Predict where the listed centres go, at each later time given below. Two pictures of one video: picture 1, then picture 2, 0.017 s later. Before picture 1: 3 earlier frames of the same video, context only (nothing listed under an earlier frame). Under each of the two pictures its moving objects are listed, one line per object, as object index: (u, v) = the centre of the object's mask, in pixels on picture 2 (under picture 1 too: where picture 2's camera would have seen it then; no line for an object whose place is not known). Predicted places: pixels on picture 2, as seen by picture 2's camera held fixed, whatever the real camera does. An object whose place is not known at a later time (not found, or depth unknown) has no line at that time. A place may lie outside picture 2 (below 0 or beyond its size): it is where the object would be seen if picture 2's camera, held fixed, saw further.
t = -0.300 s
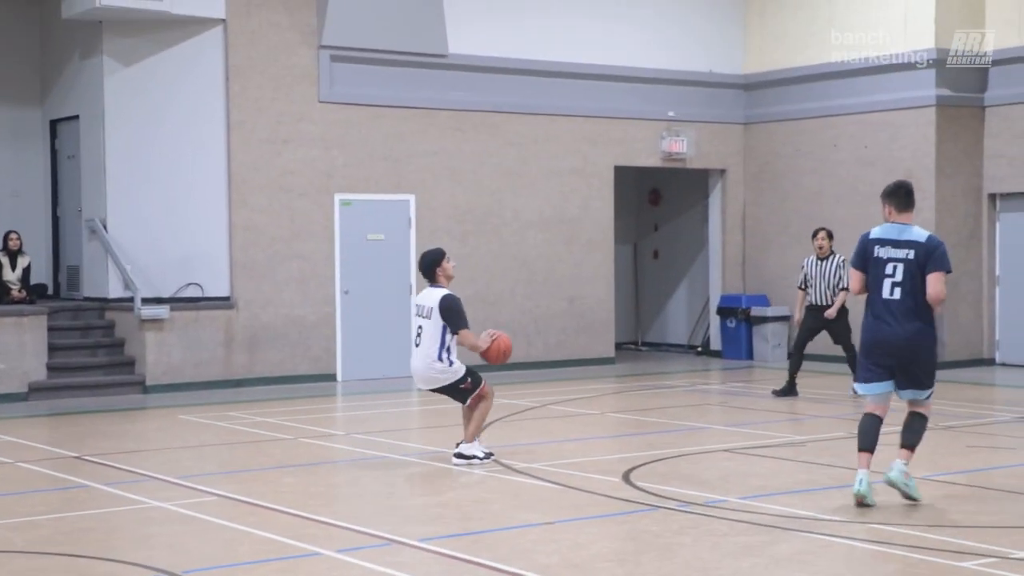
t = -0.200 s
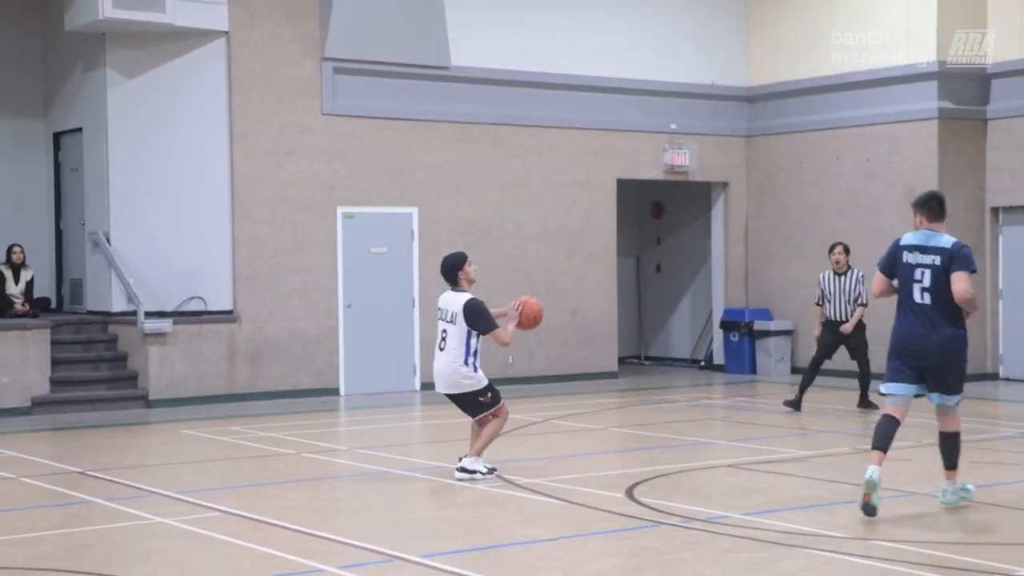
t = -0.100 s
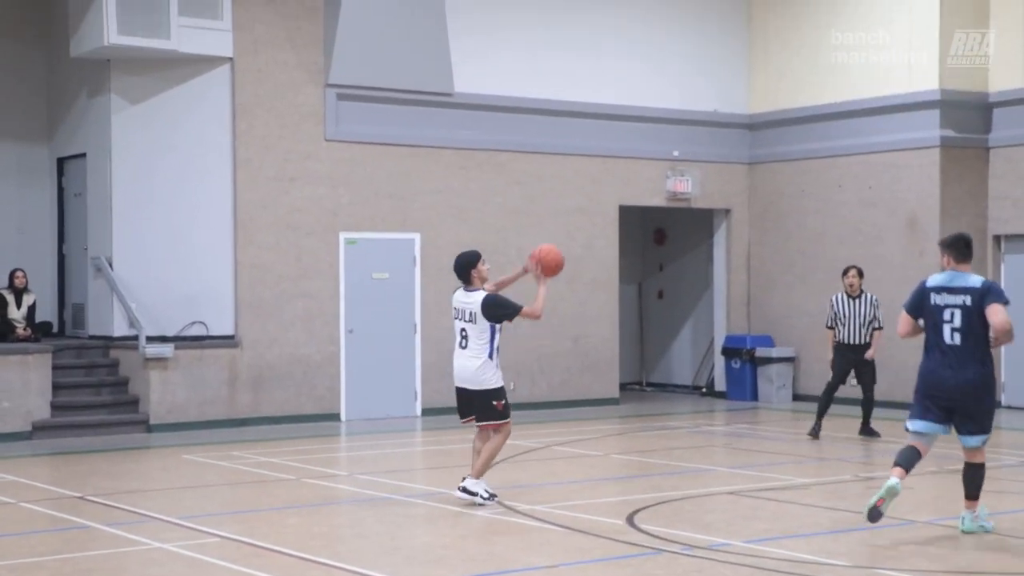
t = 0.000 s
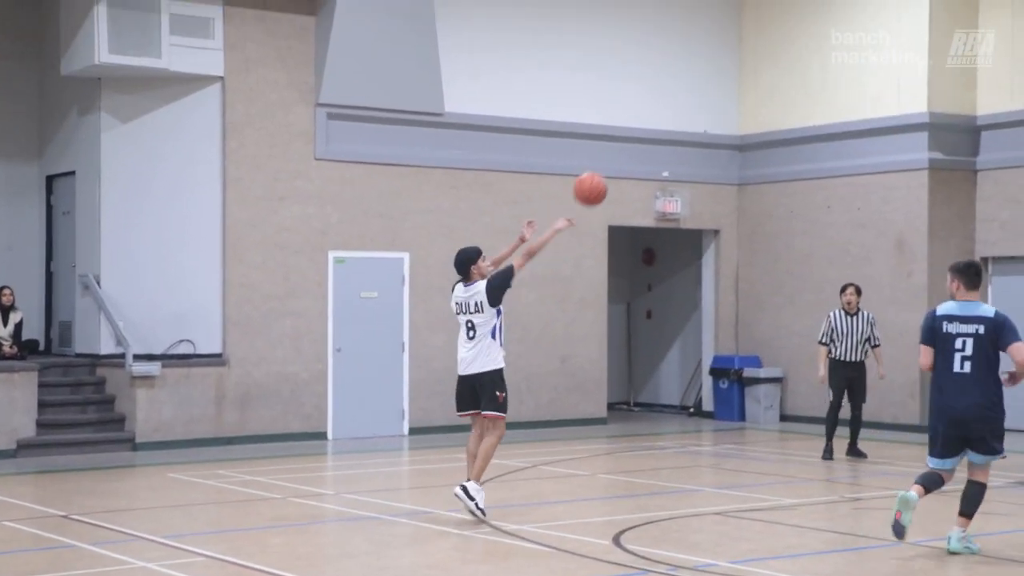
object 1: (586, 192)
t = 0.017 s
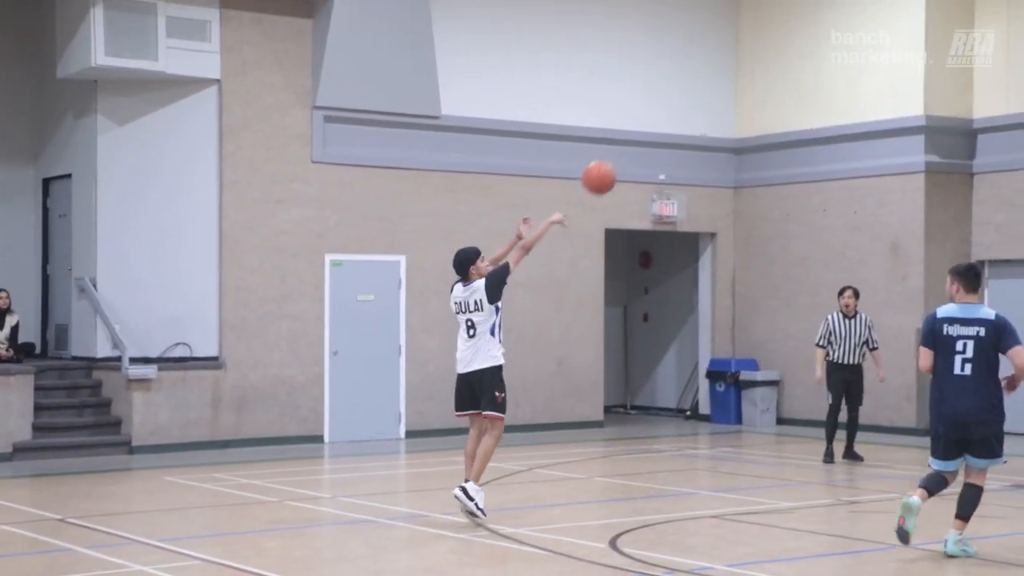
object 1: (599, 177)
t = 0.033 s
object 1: (611, 163)
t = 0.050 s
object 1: (624, 149)
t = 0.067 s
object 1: (636, 137)
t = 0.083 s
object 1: (647, 124)
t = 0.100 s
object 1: (659, 112)
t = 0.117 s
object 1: (671, 100)
